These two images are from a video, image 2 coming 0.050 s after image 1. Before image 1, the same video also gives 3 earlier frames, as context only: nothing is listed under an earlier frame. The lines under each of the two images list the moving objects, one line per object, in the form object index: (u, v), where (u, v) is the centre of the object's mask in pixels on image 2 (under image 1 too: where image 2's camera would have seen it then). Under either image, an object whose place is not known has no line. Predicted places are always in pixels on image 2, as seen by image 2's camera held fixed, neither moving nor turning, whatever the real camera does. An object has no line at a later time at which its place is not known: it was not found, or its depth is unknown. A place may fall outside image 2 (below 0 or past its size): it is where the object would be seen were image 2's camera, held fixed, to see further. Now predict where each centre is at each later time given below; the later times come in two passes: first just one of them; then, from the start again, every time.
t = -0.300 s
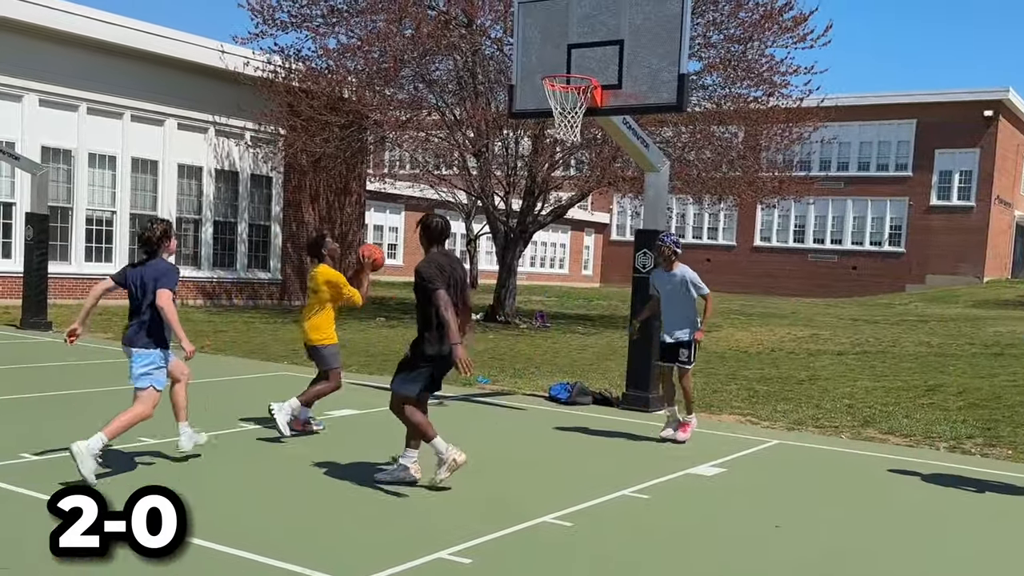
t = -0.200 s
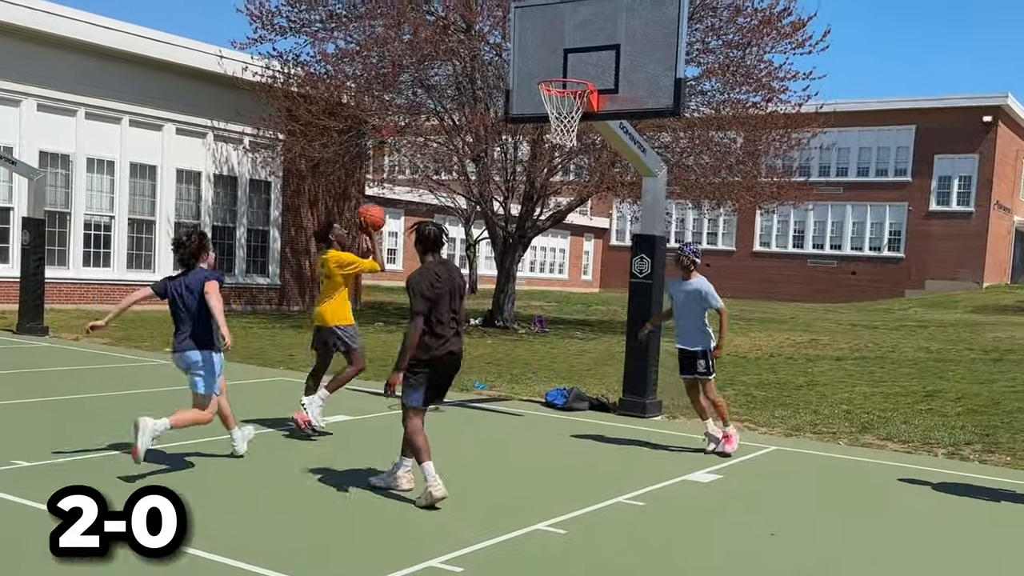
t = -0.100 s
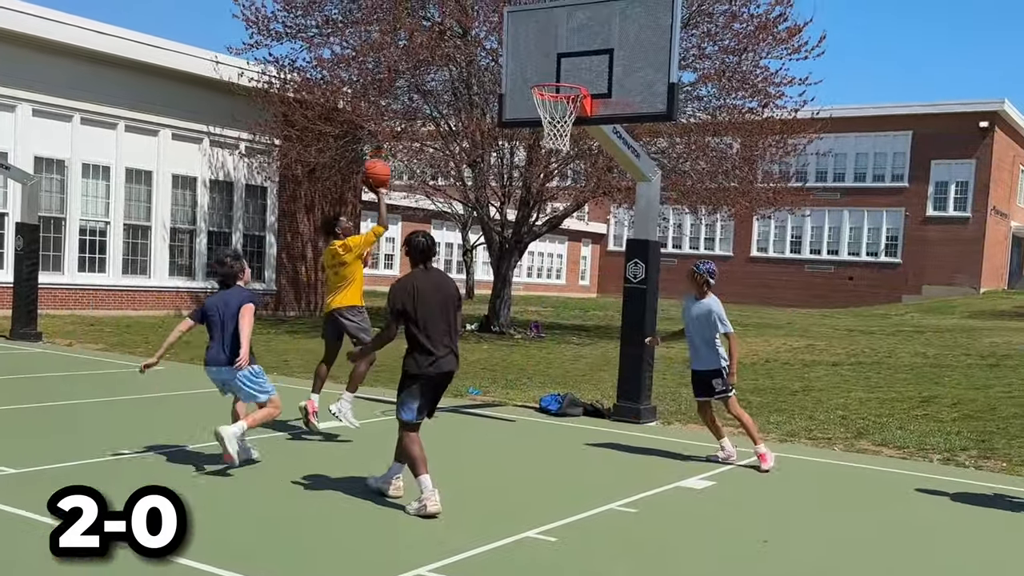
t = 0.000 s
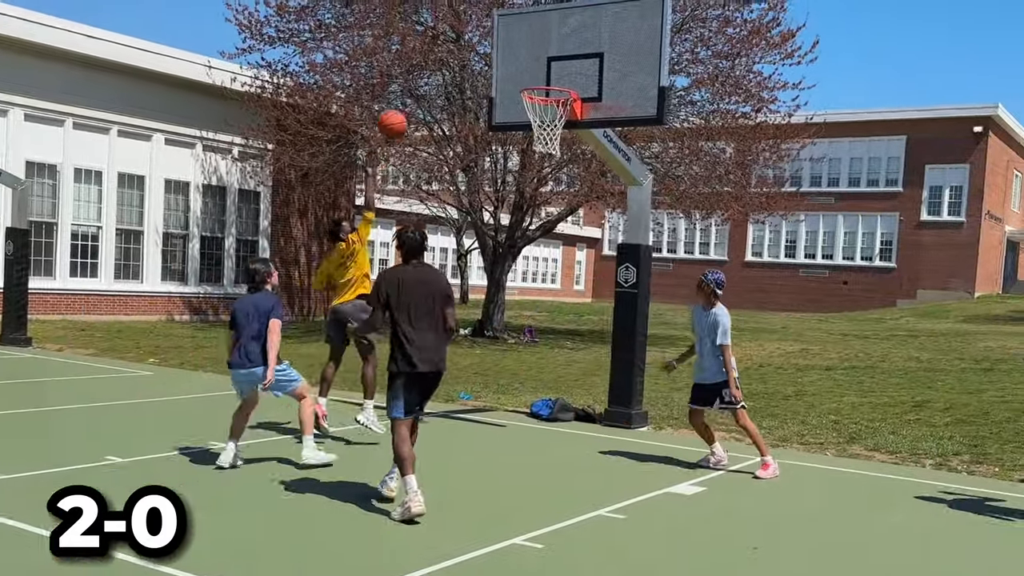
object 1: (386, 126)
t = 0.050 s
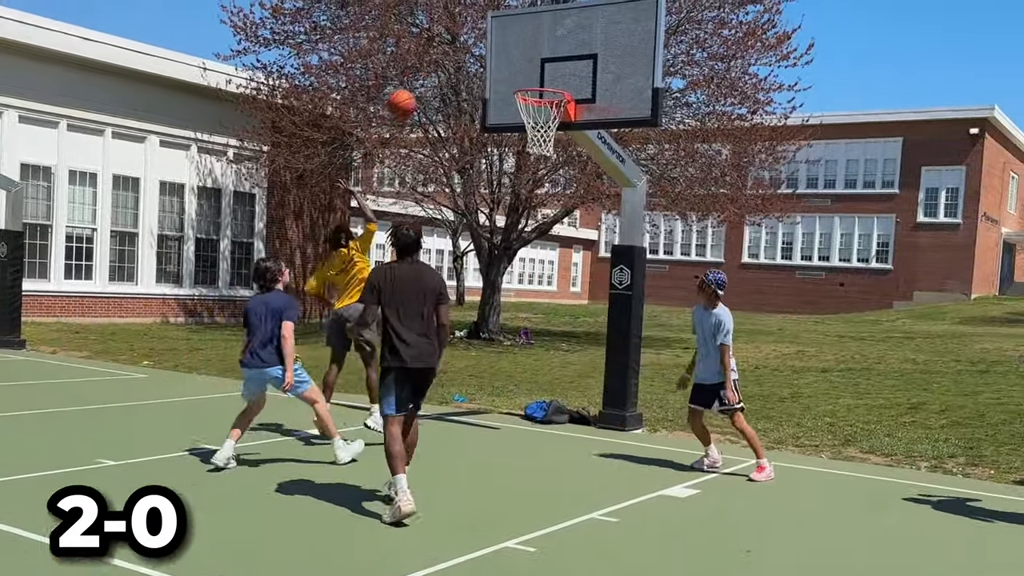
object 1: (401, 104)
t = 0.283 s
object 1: (466, 41)
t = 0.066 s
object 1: (406, 97)
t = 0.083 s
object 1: (412, 89)
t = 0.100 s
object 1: (415, 85)
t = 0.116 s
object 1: (419, 78)
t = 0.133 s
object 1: (424, 73)
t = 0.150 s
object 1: (429, 68)
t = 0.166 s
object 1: (433, 63)
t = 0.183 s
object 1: (437, 60)
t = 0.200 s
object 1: (442, 54)
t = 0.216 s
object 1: (447, 51)
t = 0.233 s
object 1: (452, 47)
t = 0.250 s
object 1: (457, 46)
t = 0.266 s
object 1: (460, 43)
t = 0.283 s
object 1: (466, 41)
